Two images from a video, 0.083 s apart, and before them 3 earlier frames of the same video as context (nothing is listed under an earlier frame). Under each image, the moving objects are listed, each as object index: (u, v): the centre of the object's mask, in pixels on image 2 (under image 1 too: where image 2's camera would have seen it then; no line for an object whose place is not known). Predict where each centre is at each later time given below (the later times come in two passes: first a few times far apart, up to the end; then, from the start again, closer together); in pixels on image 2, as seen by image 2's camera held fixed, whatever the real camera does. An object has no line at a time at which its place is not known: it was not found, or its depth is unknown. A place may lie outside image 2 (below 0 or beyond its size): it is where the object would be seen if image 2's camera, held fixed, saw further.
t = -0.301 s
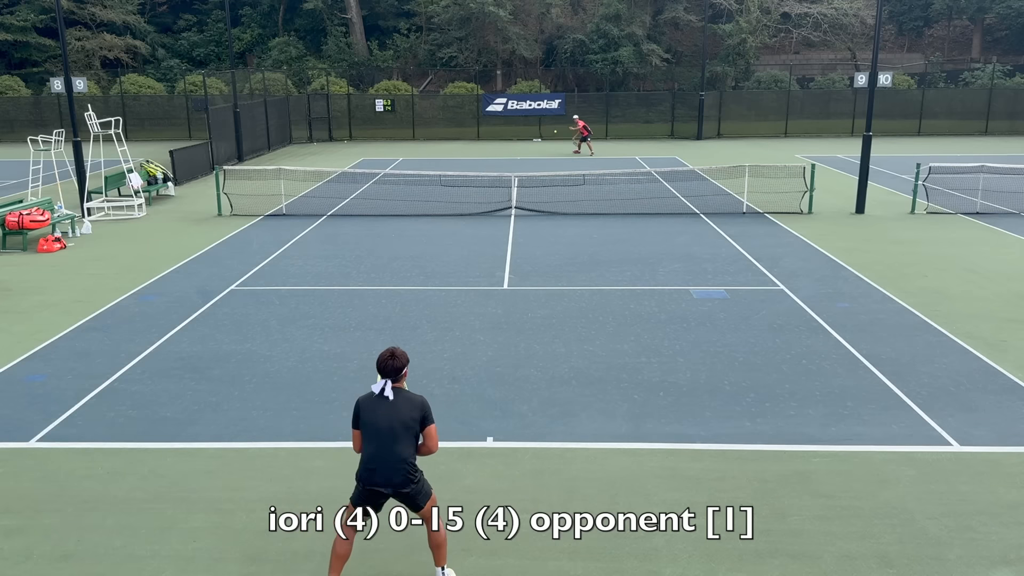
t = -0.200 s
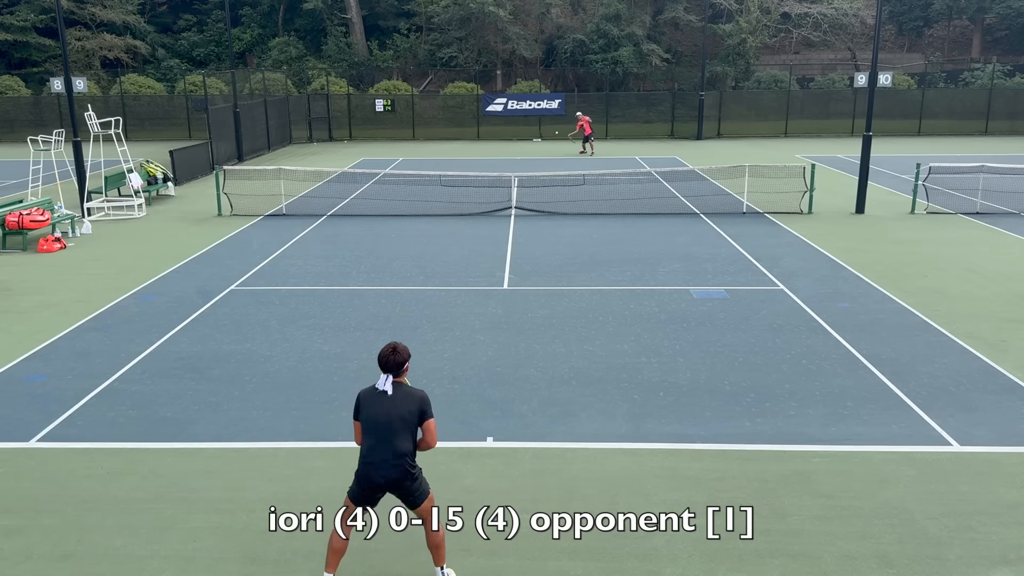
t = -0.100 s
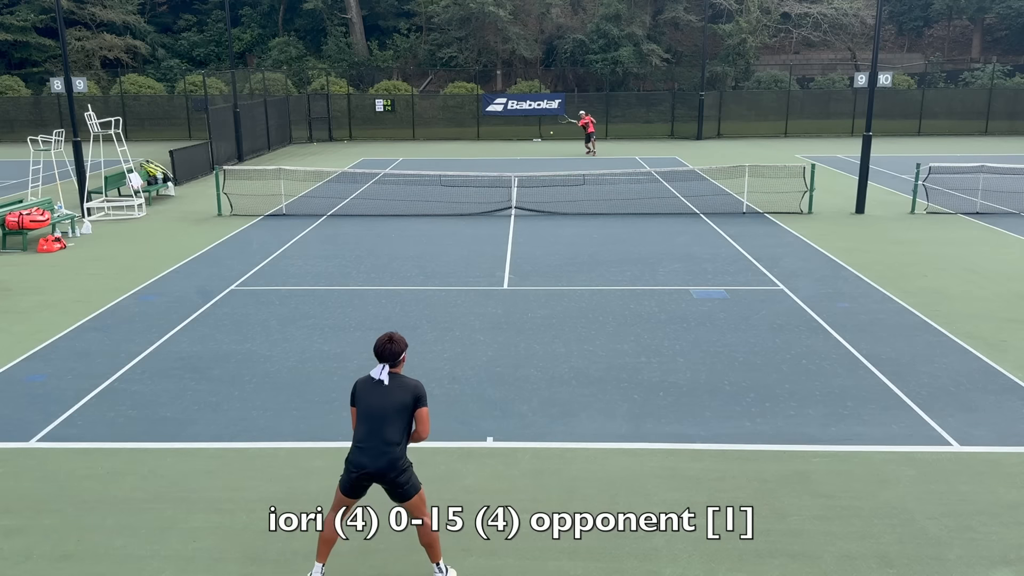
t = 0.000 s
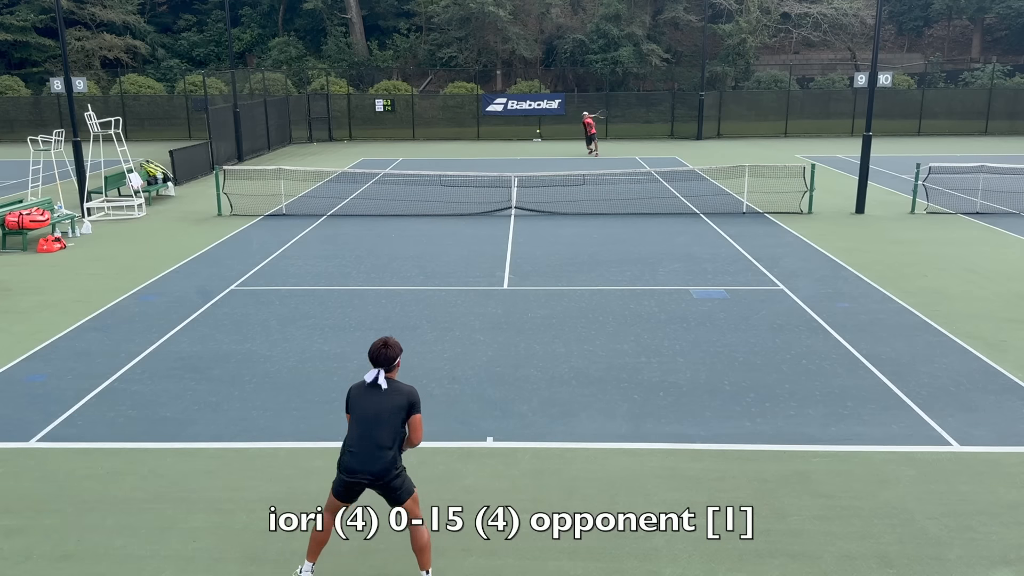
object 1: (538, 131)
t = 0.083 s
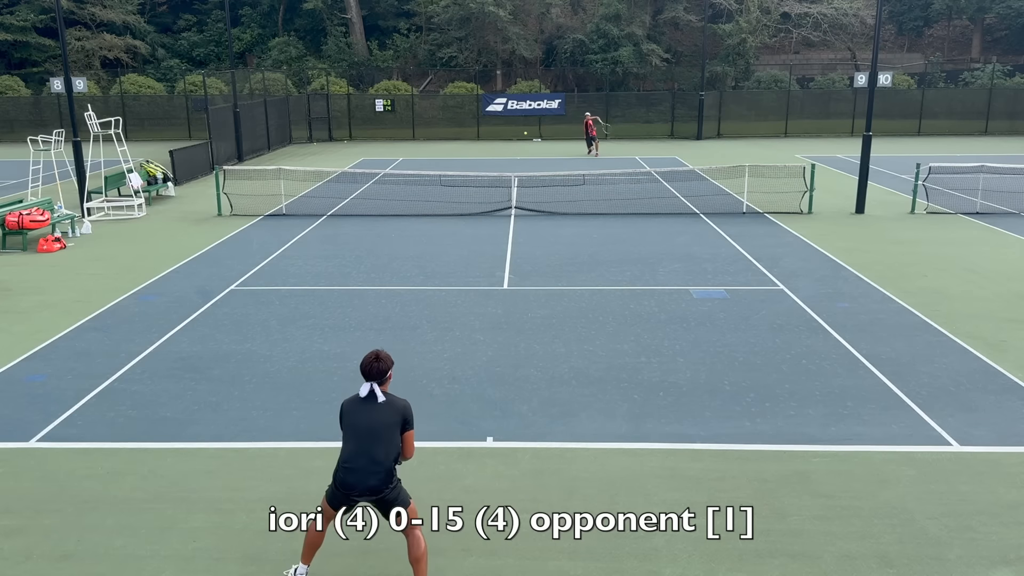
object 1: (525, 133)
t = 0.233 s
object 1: (499, 146)
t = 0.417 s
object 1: (458, 184)
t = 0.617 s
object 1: (395, 272)
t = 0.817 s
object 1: (322, 299)
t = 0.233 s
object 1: (499, 146)
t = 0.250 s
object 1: (496, 148)
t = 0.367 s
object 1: (470, 170)
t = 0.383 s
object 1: (467, 175)
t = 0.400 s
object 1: (462, 180)
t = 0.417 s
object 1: (458, 184)
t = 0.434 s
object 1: (454, 189)
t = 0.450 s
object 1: (449, 195)
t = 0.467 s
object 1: (444, 201)
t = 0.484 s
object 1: (439, 207)
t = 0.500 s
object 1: (434, 214)
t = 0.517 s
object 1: (429, 220)
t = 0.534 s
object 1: (424, 228)
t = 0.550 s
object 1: (419, 236)
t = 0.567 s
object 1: (413, 244)
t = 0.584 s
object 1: (407, 253)
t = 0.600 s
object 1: (401, 262)
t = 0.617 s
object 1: (395, 272)
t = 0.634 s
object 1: (388, 283)
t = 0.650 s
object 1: (381, 294)
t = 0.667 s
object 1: (376, 294)
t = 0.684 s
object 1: (371, 292)
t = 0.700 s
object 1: (366, 293)
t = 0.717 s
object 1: (360, 293)
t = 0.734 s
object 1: (354, 293)
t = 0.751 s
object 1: (348, 294)
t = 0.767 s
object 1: (342, 294)
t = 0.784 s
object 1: (336, 295)
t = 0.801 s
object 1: (329, 297)
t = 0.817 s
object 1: (322, 299)
